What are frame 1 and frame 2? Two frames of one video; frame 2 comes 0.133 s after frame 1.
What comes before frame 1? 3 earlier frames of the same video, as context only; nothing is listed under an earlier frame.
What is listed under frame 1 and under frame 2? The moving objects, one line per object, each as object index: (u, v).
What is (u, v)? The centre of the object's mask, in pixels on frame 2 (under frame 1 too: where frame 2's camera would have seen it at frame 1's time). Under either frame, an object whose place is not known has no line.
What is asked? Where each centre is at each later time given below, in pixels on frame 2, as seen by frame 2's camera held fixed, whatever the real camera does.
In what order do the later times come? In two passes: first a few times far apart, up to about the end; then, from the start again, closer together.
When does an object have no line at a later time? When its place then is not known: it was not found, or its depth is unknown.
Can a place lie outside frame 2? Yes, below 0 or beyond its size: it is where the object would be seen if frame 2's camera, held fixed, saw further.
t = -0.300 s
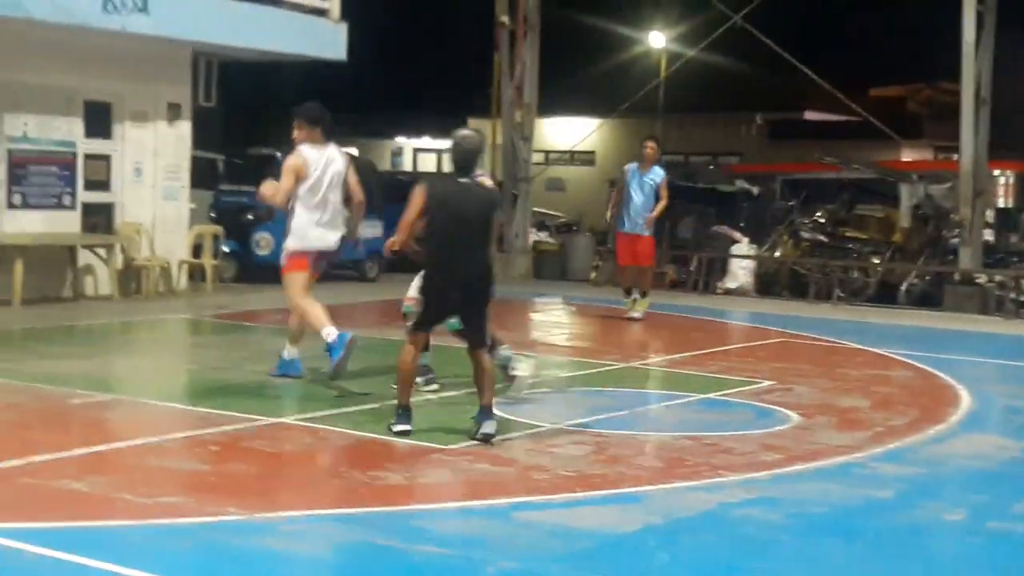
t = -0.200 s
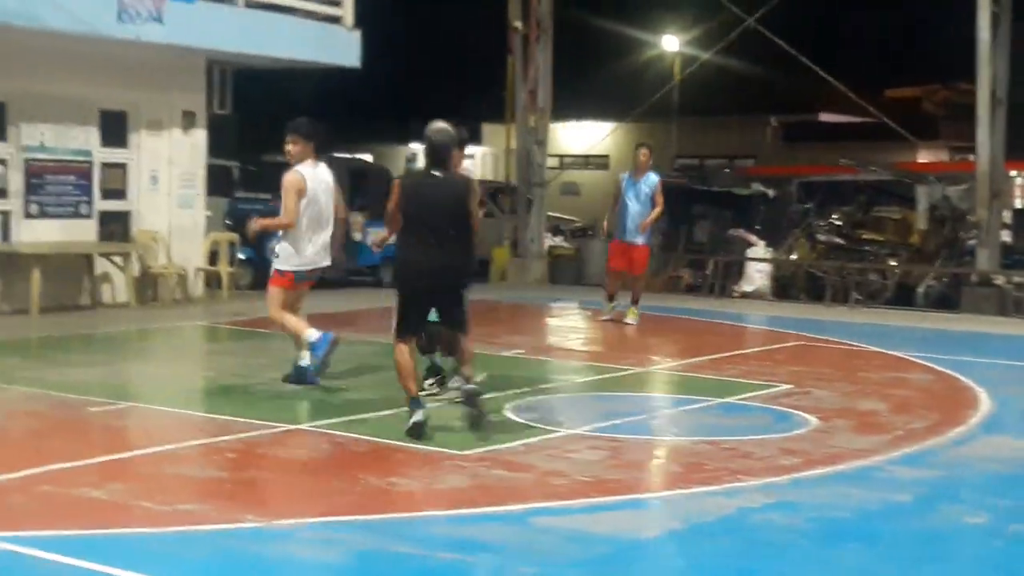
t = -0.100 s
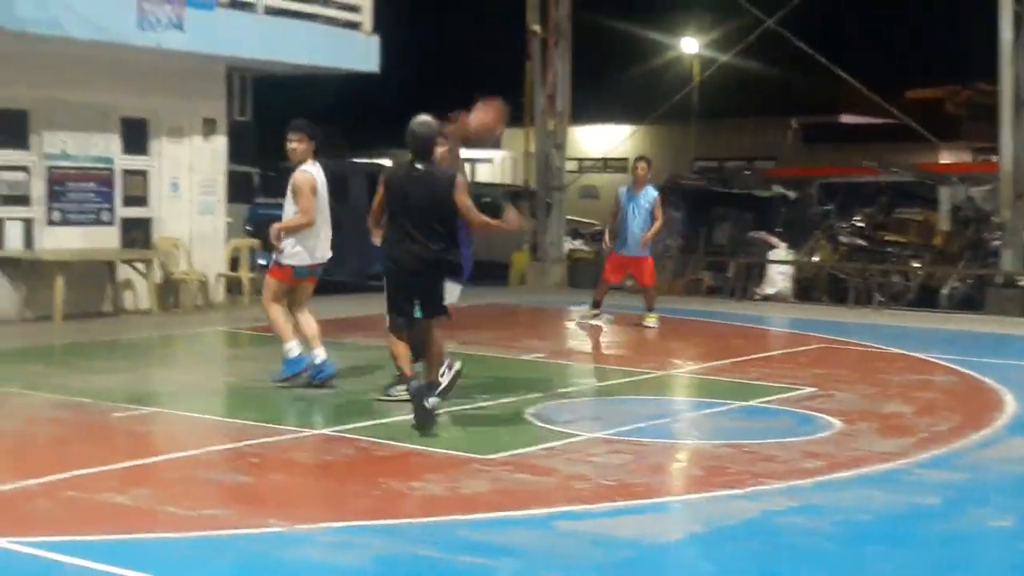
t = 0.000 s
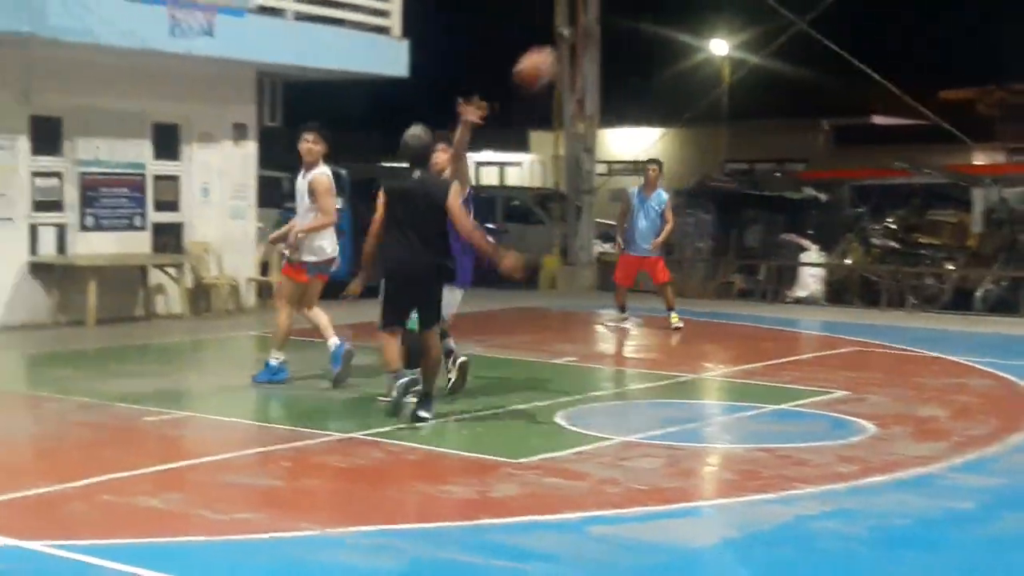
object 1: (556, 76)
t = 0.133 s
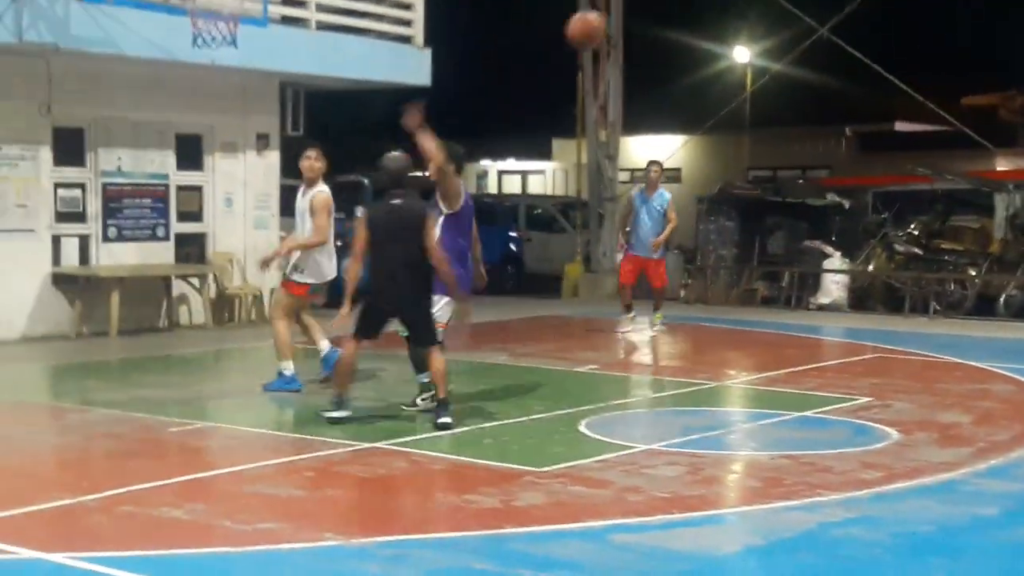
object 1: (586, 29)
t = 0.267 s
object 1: (609, 11)
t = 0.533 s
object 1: (648, 50)
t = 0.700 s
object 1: (666, 114)
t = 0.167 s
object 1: (590, 22)
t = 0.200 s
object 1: (596, 16)
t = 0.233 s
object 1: (603, 13)
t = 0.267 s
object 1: (609, 11)
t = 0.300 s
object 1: (615, 11)
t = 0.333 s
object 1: (620, 13)
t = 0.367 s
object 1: (626, 15)
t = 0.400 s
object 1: (632, 19)
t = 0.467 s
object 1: (638, 32)
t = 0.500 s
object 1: (643, 40)
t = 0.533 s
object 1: (648, 50)
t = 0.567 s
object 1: (651, 61)
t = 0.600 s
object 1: (655, 74)
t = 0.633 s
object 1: (659, 87)
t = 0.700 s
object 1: (666, 114)
